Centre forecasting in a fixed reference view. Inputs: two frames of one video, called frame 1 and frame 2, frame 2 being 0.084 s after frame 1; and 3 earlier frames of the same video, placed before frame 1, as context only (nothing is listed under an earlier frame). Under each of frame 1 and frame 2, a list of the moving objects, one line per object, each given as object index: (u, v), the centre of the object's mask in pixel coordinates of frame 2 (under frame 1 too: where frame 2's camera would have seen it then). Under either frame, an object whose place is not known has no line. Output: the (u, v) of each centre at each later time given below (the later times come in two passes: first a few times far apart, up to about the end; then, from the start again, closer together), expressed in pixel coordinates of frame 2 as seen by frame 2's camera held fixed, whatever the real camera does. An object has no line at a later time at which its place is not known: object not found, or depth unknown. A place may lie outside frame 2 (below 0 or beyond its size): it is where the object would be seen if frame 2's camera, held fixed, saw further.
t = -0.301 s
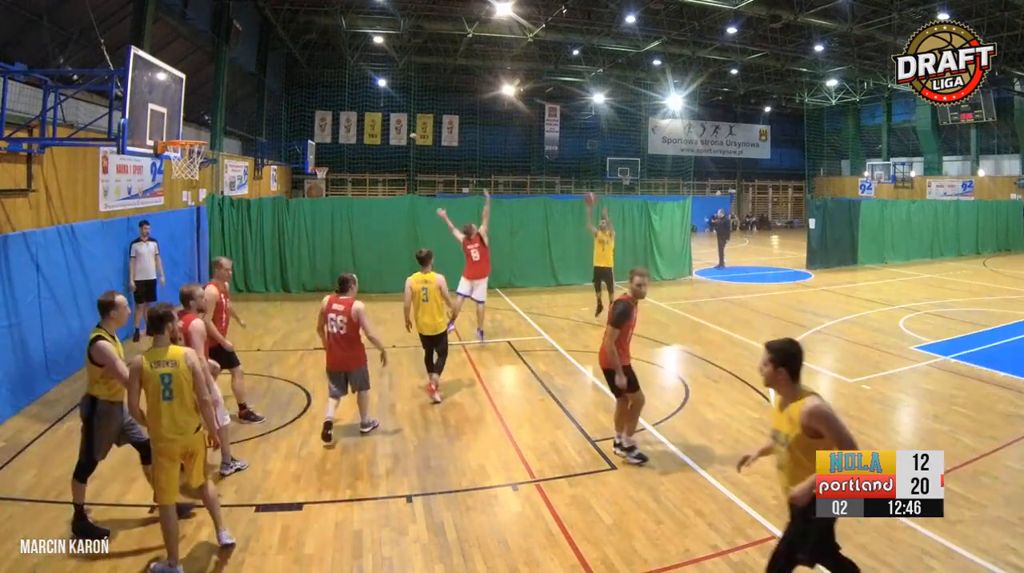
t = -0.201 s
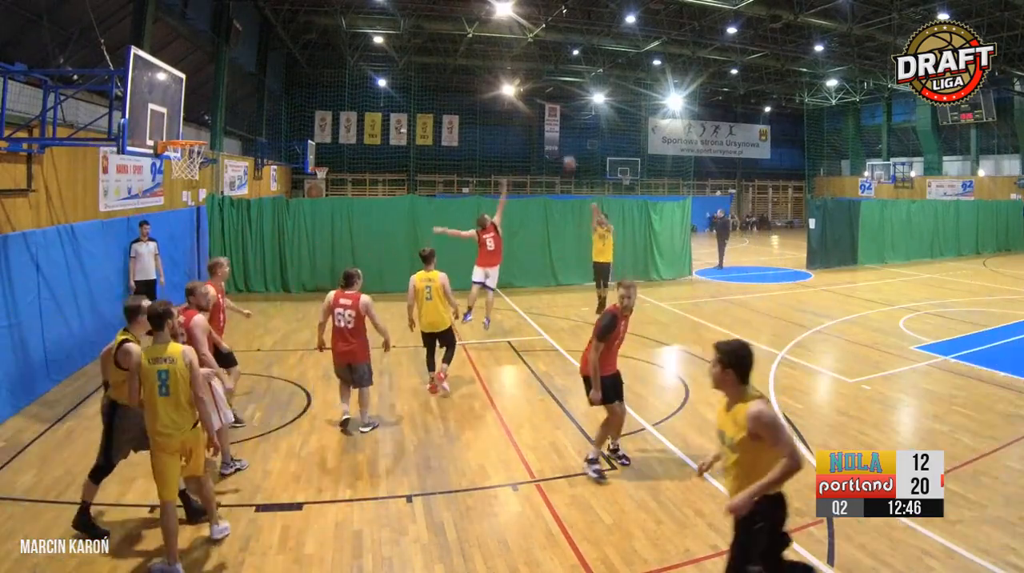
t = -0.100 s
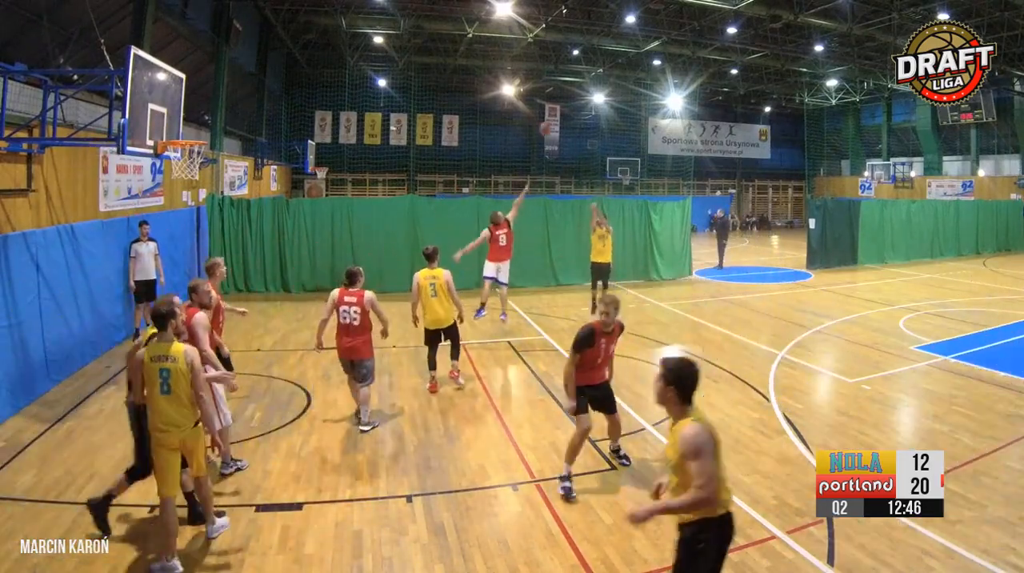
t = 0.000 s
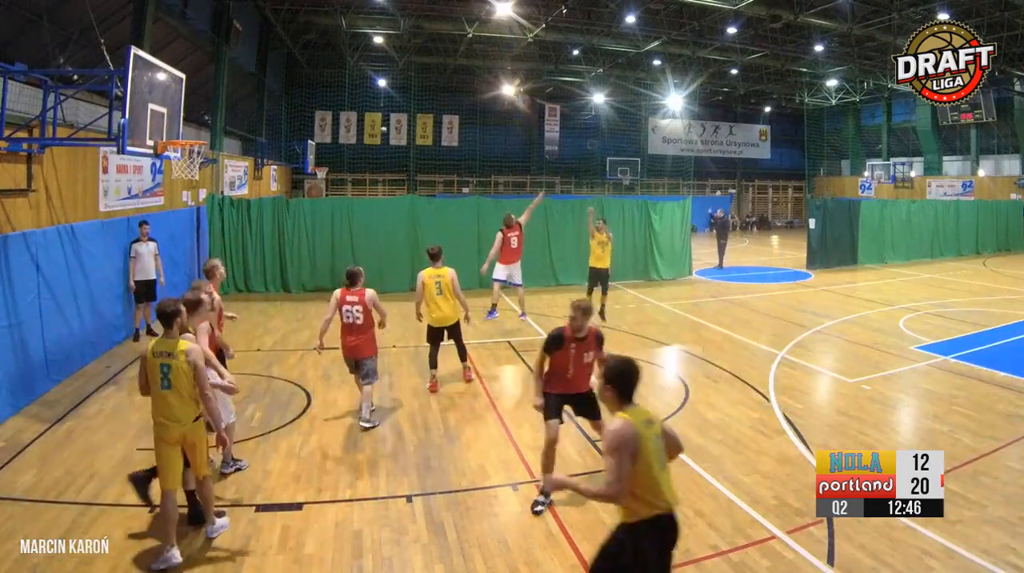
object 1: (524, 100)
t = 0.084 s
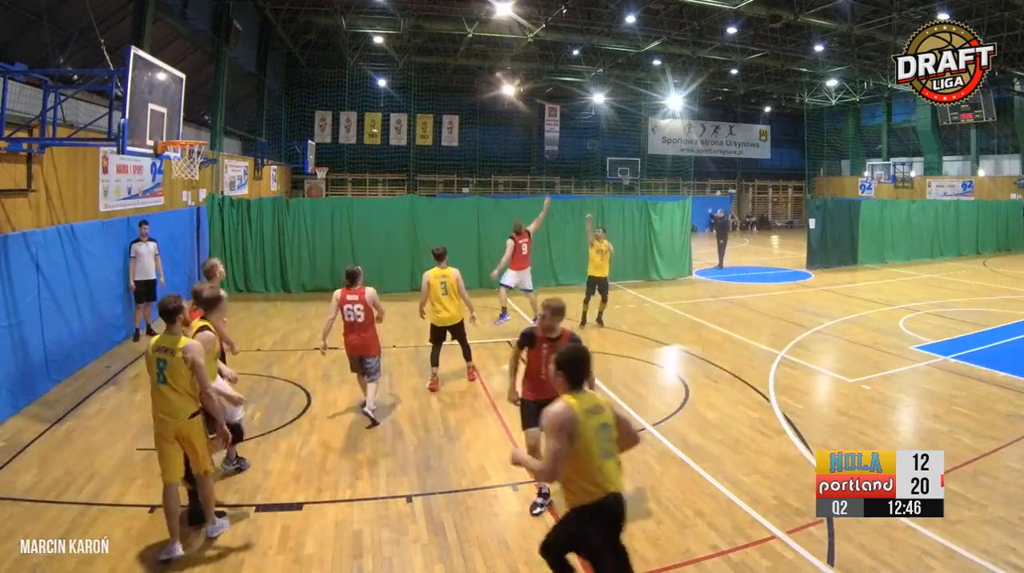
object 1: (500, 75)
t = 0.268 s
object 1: (452, 46)
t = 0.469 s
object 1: (392, 29)
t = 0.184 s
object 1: (475, 58)
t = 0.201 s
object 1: (471, 55)
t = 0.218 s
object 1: (466, 53)
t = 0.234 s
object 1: (462, 51)
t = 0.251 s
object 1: (457, 48)
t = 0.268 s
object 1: (452, 46)
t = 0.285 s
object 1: (447, 44)
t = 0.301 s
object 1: (443, 41)
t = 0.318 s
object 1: (437, 40)
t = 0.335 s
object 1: (433, 38)
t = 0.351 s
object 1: (428, 36)
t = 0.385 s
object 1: (418, 34)
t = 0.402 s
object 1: (412, 33)
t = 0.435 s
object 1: (402, 31)
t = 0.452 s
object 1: (397, 30)
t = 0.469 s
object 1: (392, 29)
